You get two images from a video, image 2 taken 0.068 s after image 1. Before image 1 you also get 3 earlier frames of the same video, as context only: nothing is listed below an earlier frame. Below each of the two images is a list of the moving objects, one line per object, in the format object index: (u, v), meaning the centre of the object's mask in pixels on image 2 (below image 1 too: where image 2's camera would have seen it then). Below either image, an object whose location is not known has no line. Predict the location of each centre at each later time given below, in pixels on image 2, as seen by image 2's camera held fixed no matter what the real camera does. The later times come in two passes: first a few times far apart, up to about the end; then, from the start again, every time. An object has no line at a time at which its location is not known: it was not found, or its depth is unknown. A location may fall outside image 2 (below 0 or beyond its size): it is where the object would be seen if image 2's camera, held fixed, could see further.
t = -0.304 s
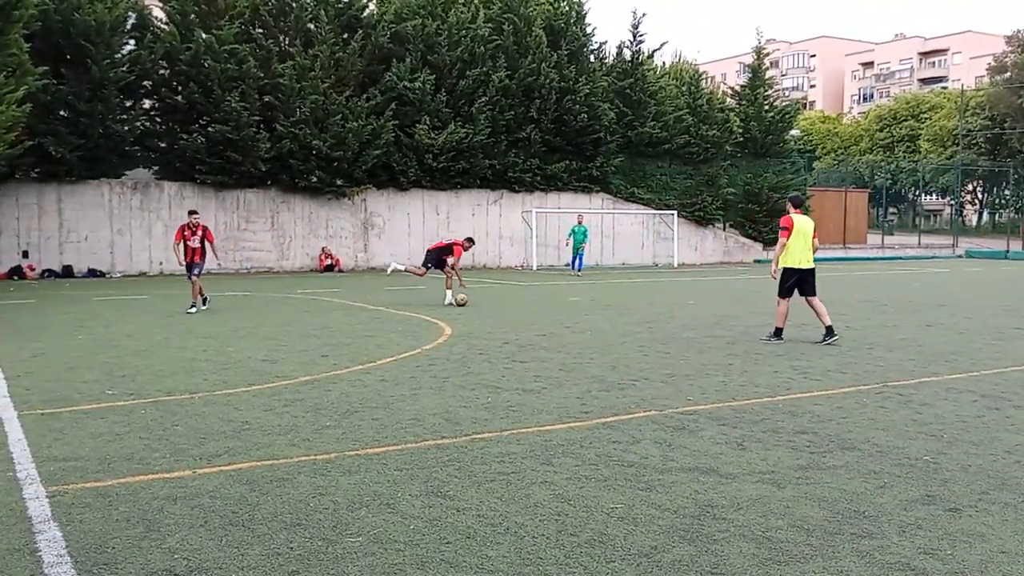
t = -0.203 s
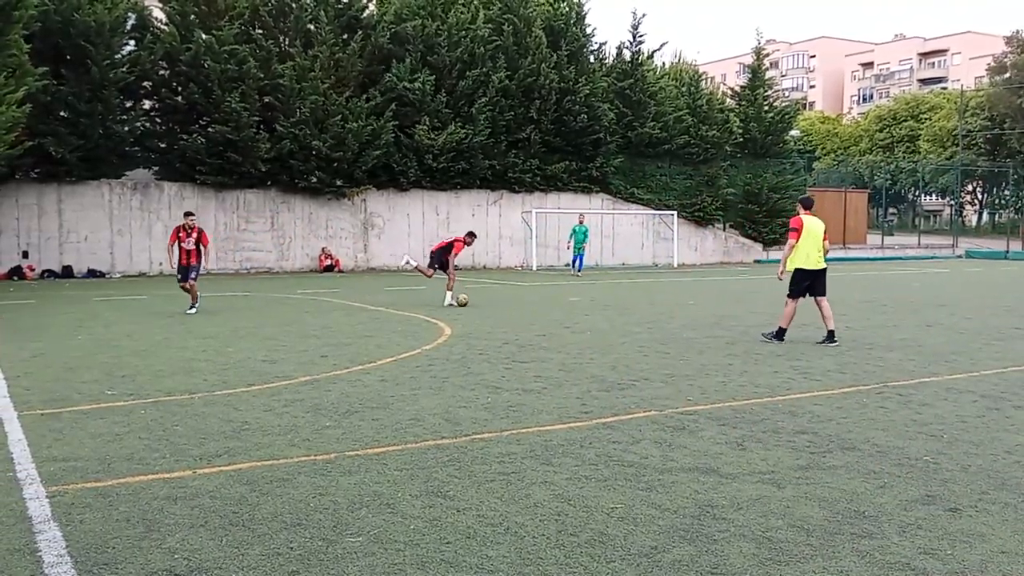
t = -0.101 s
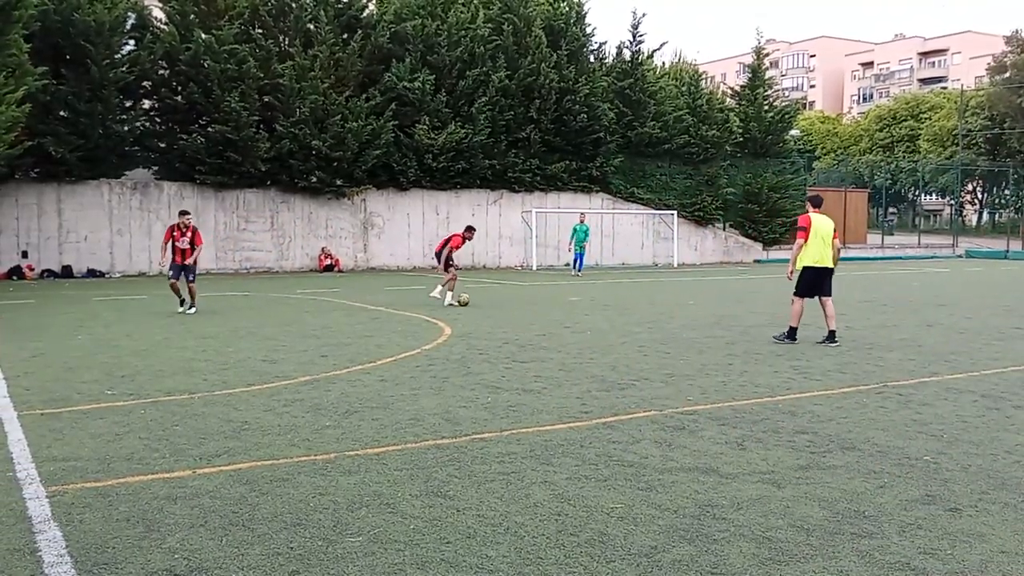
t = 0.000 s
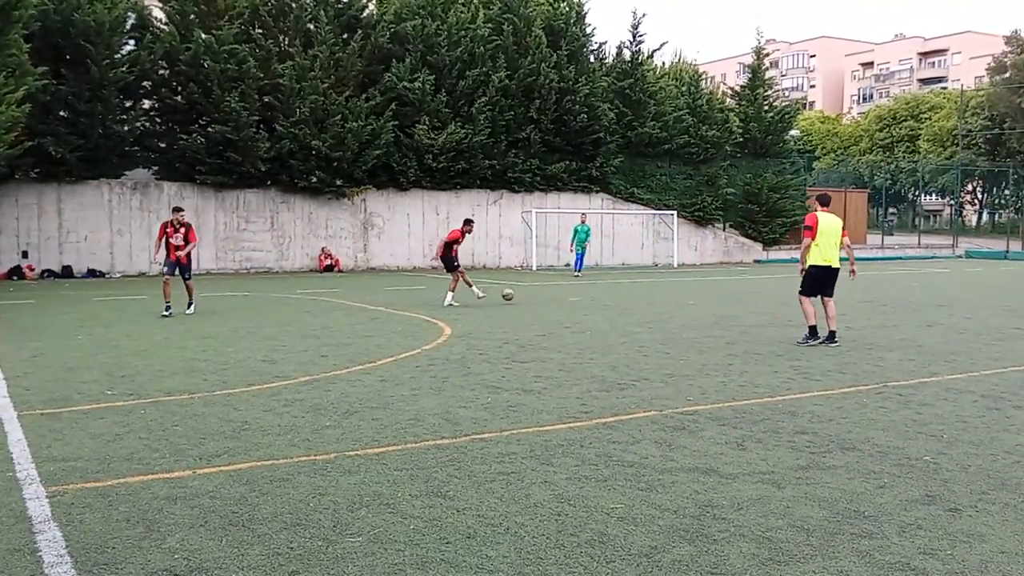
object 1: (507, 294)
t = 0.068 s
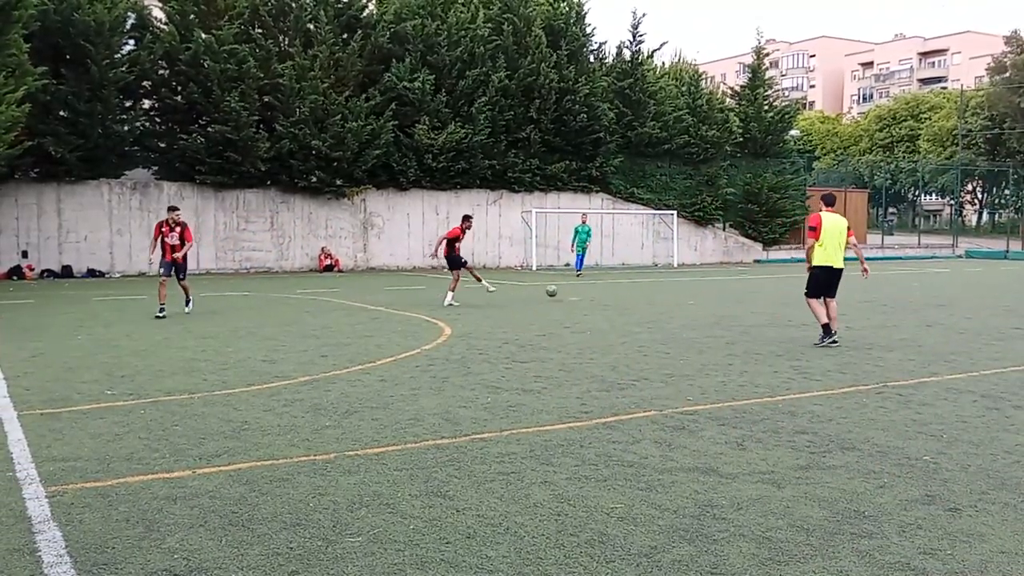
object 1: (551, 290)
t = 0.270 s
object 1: (661, 287)
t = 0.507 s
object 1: (749, 281)
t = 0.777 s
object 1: (816, 276)
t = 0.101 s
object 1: (572, 290)
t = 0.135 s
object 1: (592, 289)
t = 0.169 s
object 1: (611, 289)
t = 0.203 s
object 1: (629, 291)
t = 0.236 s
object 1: (647, 290)
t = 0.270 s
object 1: (661, 287)
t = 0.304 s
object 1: (676, 286)
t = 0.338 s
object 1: (689, 285)
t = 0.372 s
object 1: (703, 285)
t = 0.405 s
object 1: (716, 285)
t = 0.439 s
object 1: (727, 284)
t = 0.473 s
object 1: (738, 282)
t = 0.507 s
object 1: (749, 281)
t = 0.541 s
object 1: (759, 280)
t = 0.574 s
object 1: (768, 280)
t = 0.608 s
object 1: (778, 281)
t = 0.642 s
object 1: (787, 281)
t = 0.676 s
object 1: (794, 279)
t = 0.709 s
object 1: (802, 278)
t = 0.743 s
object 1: (809, 276)
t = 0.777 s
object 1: (816, 276)
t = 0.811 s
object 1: (822, 275)
